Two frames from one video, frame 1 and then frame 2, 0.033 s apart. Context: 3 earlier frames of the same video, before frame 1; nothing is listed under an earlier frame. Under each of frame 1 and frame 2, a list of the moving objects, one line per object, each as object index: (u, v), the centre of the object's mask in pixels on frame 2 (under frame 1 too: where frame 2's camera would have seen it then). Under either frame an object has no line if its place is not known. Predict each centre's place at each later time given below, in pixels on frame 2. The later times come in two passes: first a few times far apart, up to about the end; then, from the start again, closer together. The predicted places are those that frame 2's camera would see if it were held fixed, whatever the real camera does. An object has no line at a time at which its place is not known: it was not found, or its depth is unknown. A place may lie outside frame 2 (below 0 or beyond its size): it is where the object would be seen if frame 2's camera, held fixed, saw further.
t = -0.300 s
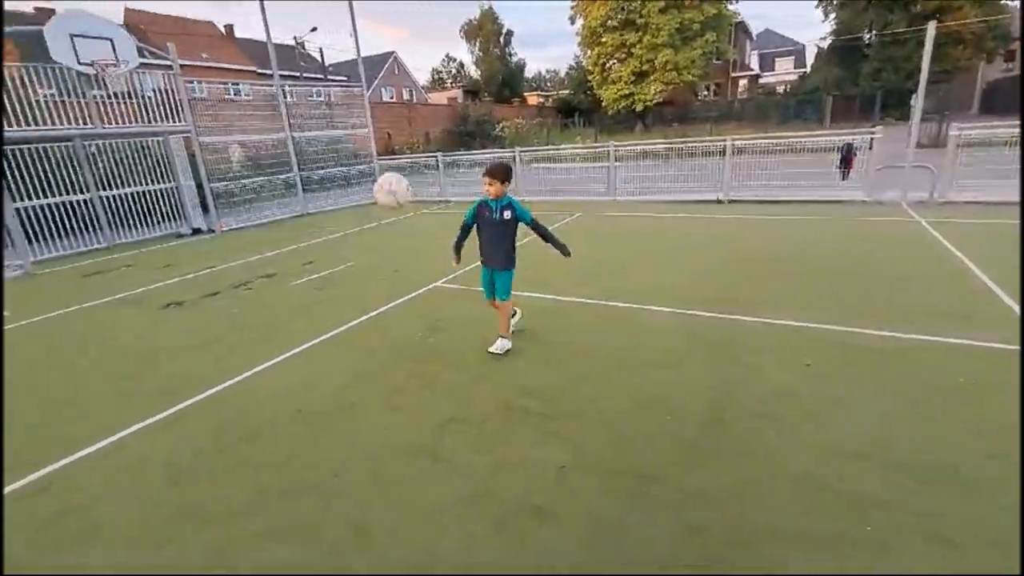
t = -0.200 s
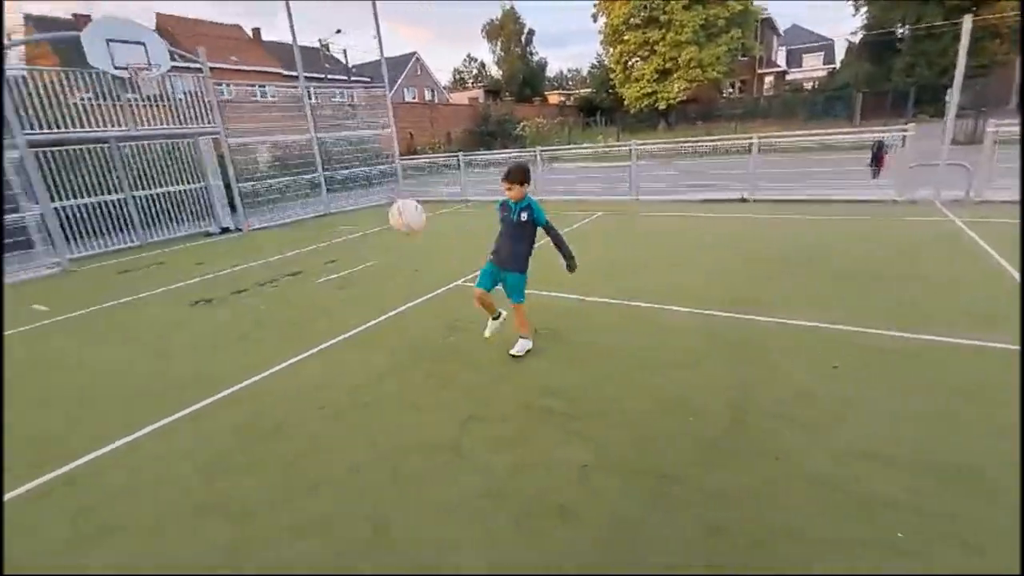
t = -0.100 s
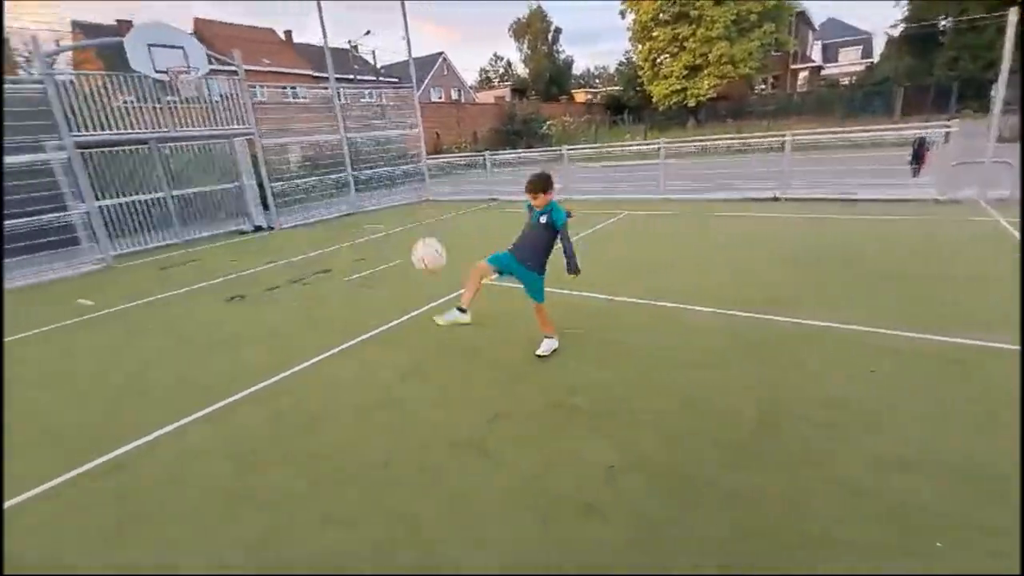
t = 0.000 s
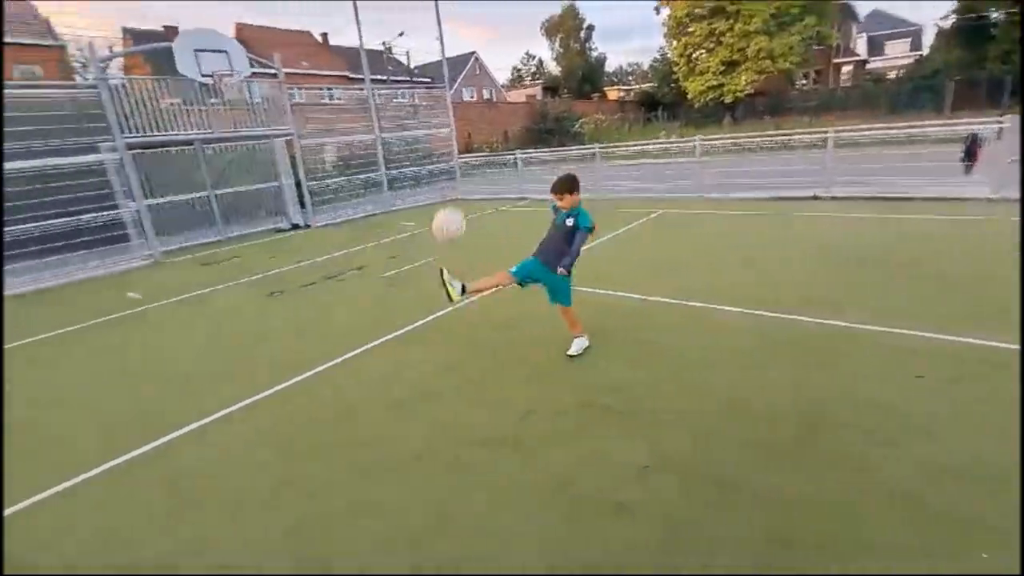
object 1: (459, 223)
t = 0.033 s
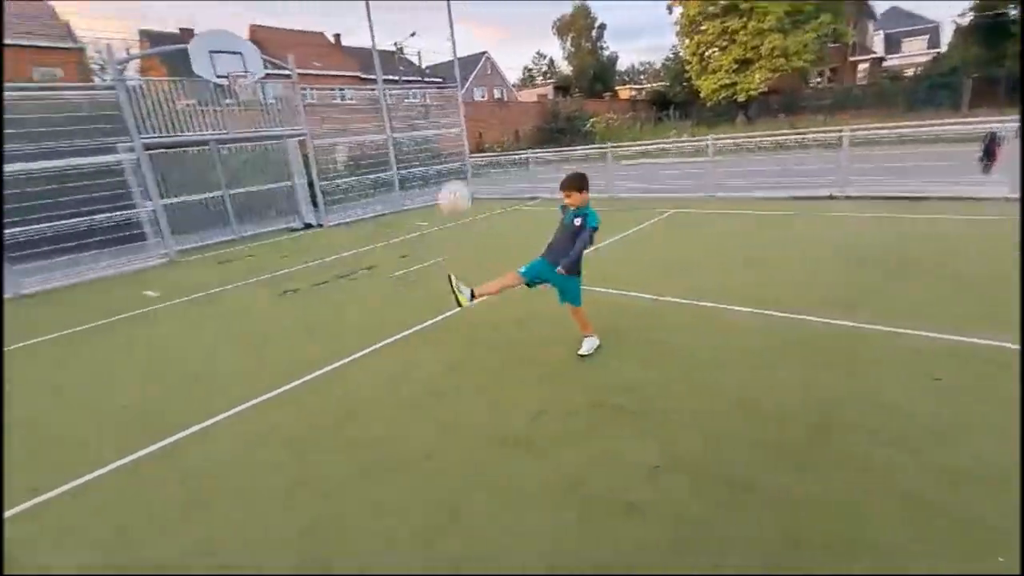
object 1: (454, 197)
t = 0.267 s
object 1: (425, 73)
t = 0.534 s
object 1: (406, 42)
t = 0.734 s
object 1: (400, 80)
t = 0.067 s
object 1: (449, 175)
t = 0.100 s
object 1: (445, 153)
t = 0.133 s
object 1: (440, 134)
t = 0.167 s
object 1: (435, 114)
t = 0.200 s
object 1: (433, 101)
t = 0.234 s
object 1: (429, 85)
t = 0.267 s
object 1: (425, 73)
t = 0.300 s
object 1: (421, 63)
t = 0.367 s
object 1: (416, 49)
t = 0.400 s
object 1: (413, 45)
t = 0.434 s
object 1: (411, 42)
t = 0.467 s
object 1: (409, 40)
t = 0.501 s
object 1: (407, 41)
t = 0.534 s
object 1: (406, 42)
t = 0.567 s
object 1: (405, 45)
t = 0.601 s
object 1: (404, 49)
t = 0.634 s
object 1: (402, 54)
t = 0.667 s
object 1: (403, 61)
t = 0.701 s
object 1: (402, 68)
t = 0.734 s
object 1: (400, 80)
